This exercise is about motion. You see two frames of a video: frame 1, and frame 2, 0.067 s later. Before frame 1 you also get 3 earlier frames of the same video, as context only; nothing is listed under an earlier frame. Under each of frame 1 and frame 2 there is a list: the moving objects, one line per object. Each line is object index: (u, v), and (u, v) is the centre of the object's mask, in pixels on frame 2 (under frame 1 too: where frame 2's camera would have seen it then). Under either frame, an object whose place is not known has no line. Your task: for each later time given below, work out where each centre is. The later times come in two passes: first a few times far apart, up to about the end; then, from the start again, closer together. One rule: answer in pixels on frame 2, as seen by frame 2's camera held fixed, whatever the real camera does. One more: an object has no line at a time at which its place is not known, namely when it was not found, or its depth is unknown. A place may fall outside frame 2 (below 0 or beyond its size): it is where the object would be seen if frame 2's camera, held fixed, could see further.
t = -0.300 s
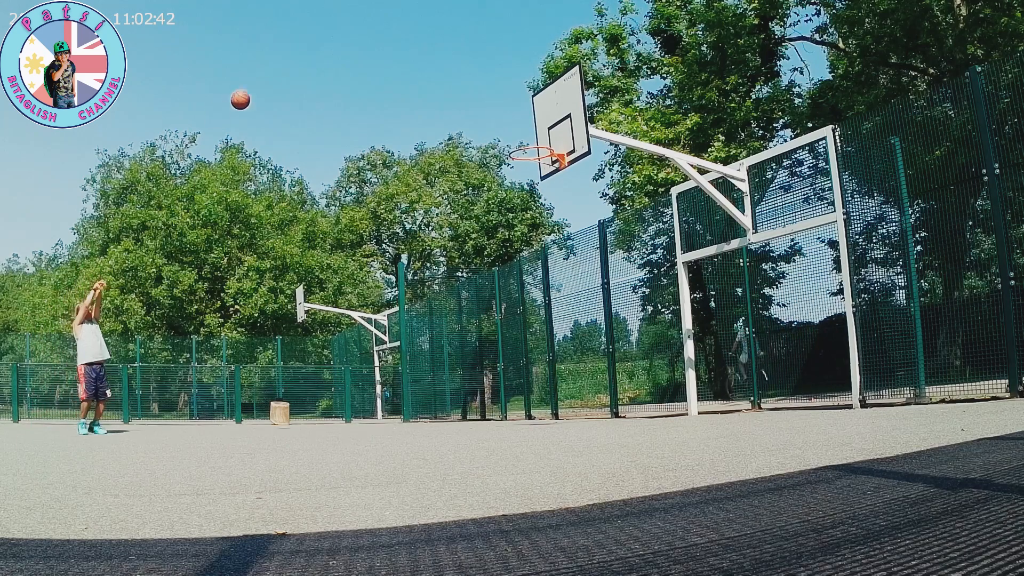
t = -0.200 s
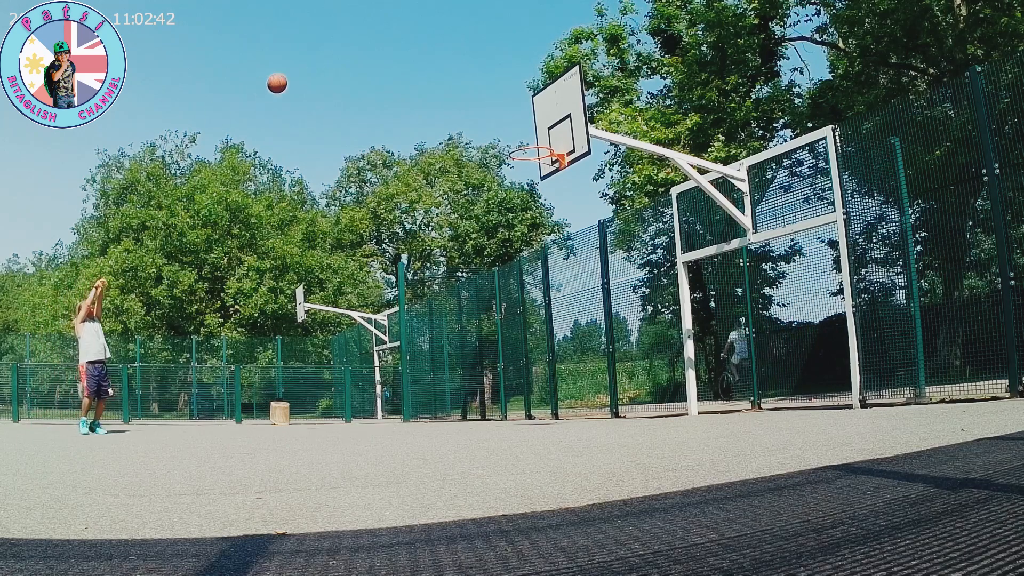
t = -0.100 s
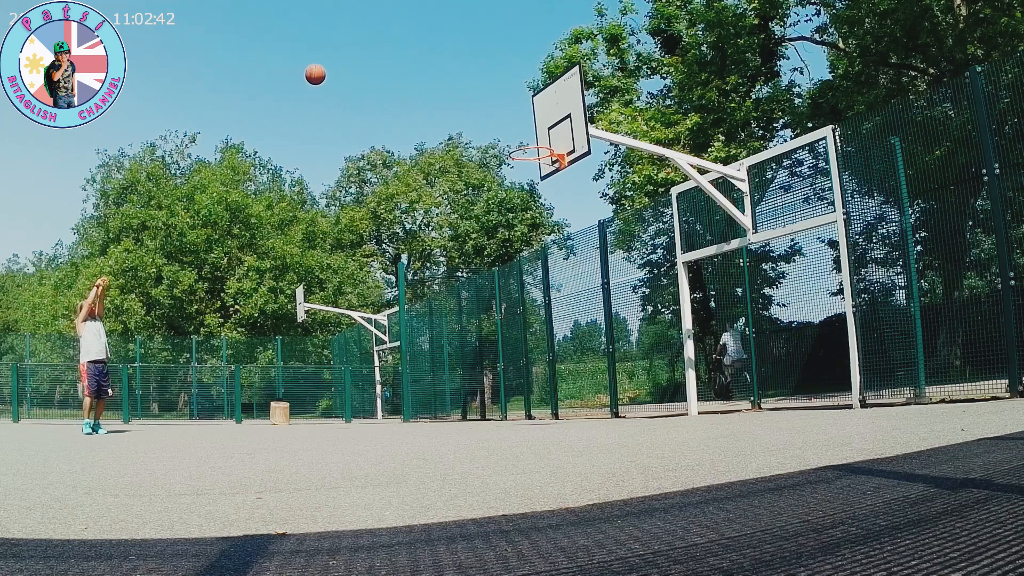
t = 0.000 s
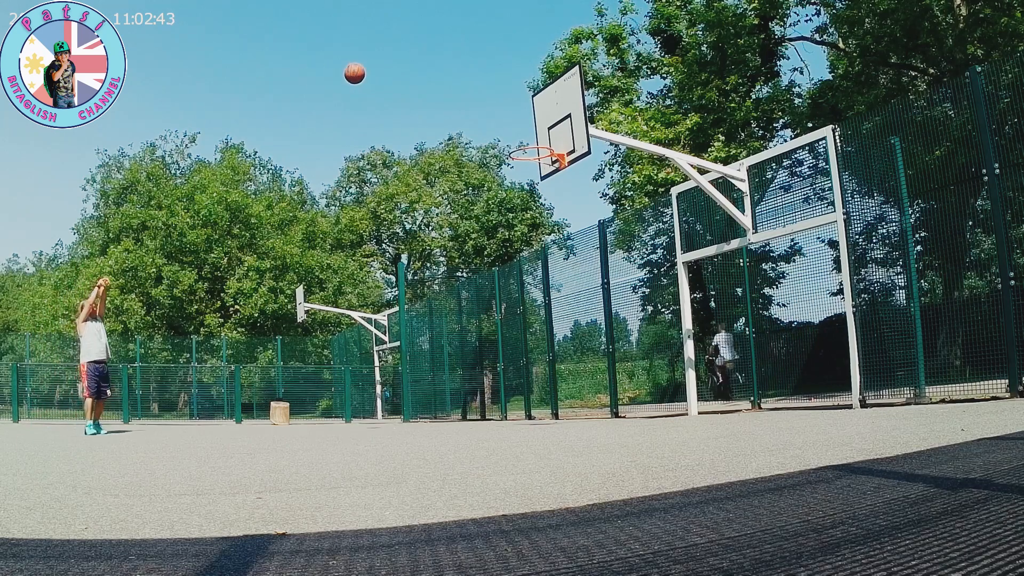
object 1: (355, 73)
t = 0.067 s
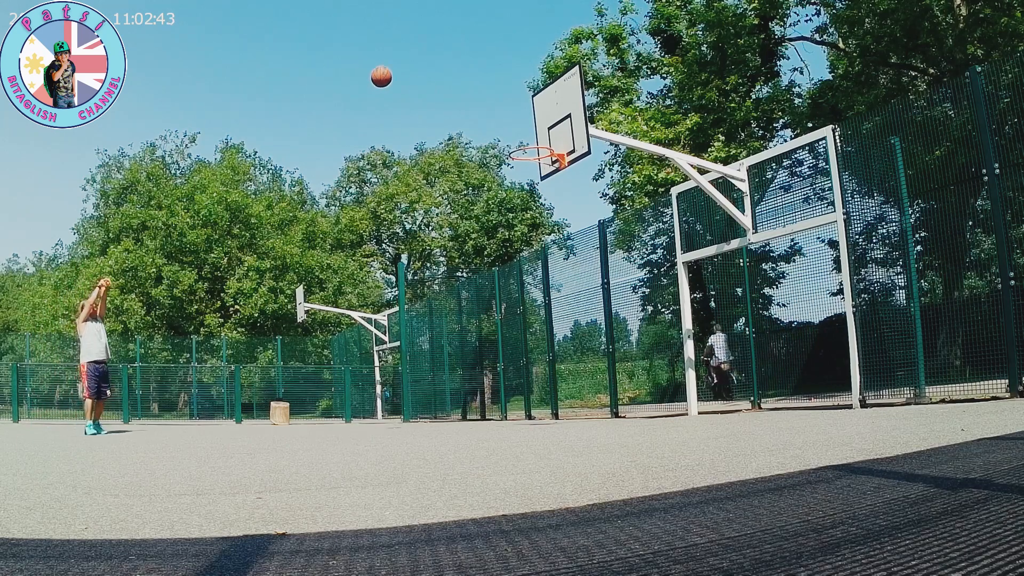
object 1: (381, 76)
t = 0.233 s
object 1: (452, 102)
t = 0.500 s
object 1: (511, 102)
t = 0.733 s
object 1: (513, 64)
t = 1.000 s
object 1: (520, 79)
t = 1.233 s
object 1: (531, 159)
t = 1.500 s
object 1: (552, 358)
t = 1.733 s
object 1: (582, 292)
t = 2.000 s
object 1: (627, 133)
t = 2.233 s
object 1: (676, 68)
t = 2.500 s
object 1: (746, 82)
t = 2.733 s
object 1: (827, 194)
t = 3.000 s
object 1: (928, 377)
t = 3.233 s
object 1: (986, 187)
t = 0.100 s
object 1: (395, 79)
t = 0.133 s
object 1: (409, 84)
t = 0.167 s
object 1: (423, 89)
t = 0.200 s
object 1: (437, 95)
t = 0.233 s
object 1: (452, 102)
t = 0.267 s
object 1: (466, 111)
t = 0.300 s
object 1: (481, 120)
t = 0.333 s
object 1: (496, 131)
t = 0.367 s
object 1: (510, 141)
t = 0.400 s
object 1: (511, 132)
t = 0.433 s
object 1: (511, 121)
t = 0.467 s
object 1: (511, 111)
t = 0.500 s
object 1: (511, 102)
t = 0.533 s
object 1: (511, 94)
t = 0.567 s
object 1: (511, 87)
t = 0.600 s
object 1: (512, 80)
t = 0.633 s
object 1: (512, 75)
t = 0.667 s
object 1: (512, 70)
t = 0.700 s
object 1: (513, 67)
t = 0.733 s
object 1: (513, 64)
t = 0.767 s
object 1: (514, 62)
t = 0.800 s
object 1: (515, 61)
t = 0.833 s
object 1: (515, 62)
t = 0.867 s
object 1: (516, 63)
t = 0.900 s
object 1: (517, 65)
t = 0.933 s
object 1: (518, 69)
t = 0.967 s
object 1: (519, 73)
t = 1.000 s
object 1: (520, 79)
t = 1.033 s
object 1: (521, 86)
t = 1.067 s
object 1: (523, 95)
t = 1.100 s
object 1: (524, 105)
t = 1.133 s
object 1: (526, 116)
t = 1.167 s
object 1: (527, 129)
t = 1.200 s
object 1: (529, 143)
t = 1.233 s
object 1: (531, 159)
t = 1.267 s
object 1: (533, 177)
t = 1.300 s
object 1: (535, 196)
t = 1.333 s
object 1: (538, 218)
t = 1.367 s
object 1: (540, 241)
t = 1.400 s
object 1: (543, 267)
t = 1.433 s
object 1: (546, 295)
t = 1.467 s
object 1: (549, 326)
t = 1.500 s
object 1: (552, 358)
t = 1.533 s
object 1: (556, 392)
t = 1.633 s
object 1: (568, 371)
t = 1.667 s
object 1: (573, 343)
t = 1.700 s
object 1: (577, 317)
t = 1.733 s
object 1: (582, 292)
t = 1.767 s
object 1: (588, 267)
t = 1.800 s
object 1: (594, 243)
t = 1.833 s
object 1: (599, 222)
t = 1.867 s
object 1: (604, 201)
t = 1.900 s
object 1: (610, 183)
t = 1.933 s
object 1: (616, 164)
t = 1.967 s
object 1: (622, 148)
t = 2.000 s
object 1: (627, 133)
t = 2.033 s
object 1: (634, 120)
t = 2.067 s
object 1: (640, 107)
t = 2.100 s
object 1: (647, 97)
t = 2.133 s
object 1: (654, 87)
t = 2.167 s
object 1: (661, 79)
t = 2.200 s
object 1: (668, 73)
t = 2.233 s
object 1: (676, 68)
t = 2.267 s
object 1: (683, 64)
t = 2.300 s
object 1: (691, 62)
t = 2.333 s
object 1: (700, 62)
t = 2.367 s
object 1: (708, 62)
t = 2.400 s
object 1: (717, 65)
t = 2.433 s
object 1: (726, 69)
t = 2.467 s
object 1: (736, 74)
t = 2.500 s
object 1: (746, 82)
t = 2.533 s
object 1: (756, 92)
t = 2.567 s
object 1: (766, 103)
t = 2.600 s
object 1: (778, 117)
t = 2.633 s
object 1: (789, 132)
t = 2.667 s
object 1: (801, 151)
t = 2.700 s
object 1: (814, 171)
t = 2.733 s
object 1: (827, 194)
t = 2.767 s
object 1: (840, 220)
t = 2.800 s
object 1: (853, 248)
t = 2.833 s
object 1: (867, 279)
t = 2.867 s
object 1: (881, 312)
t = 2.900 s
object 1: (894, 348)
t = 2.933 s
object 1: (908, 387)
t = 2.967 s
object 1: (919, 412)
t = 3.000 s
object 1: (928, 377)
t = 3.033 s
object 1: (938, 345)
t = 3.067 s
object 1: (946, 314)
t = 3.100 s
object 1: (955, 285)
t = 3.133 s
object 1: (962, 257)
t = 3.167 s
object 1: (970, 232)
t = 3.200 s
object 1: (978, 208)
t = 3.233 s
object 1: (986, 187)
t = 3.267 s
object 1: (994, 166)
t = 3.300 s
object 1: (1002, 149)
